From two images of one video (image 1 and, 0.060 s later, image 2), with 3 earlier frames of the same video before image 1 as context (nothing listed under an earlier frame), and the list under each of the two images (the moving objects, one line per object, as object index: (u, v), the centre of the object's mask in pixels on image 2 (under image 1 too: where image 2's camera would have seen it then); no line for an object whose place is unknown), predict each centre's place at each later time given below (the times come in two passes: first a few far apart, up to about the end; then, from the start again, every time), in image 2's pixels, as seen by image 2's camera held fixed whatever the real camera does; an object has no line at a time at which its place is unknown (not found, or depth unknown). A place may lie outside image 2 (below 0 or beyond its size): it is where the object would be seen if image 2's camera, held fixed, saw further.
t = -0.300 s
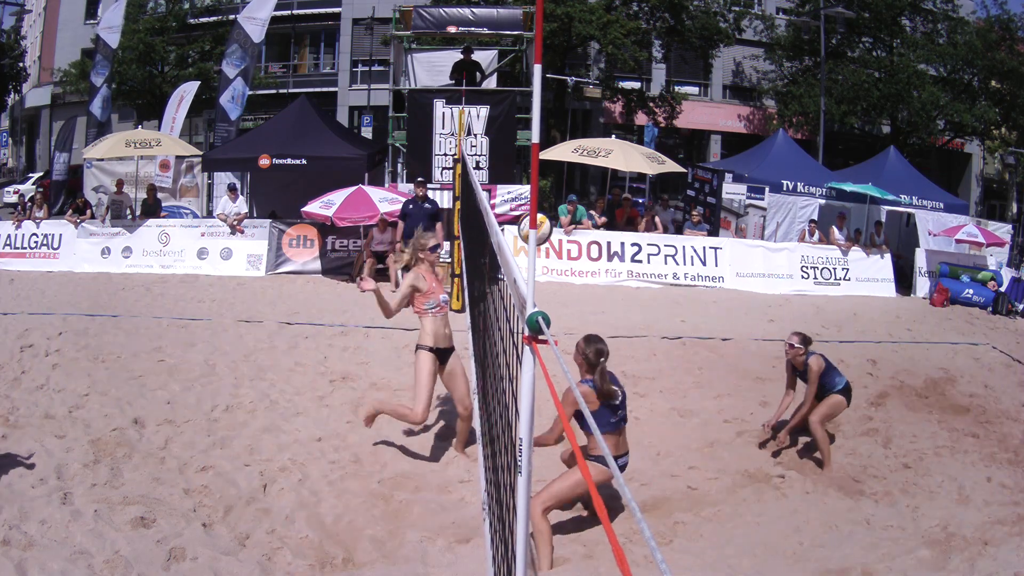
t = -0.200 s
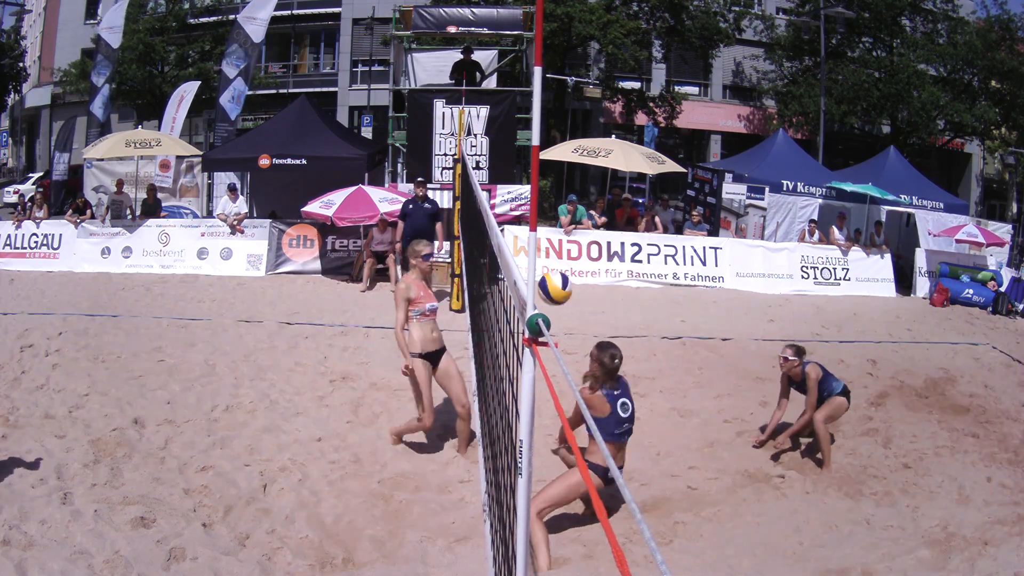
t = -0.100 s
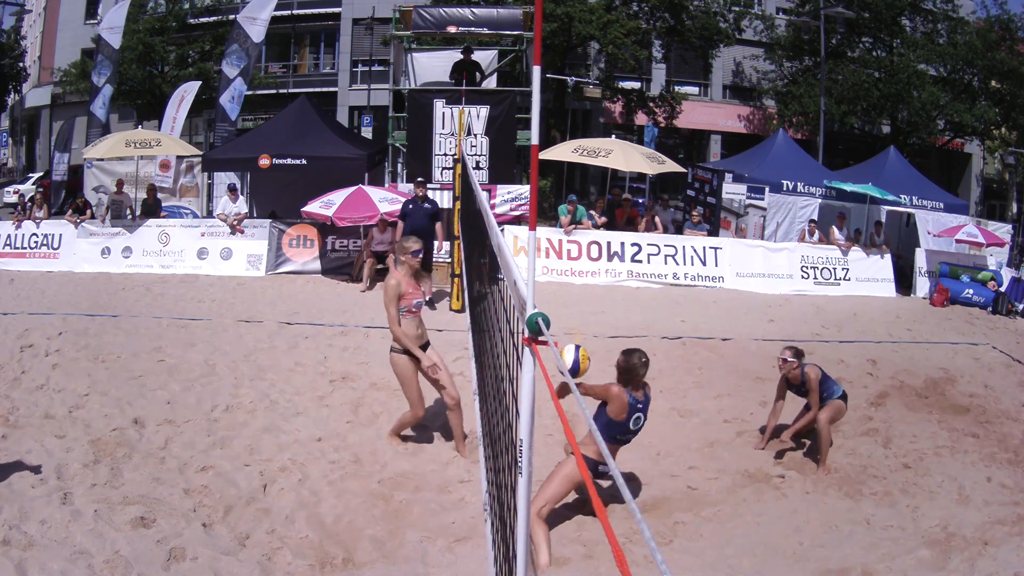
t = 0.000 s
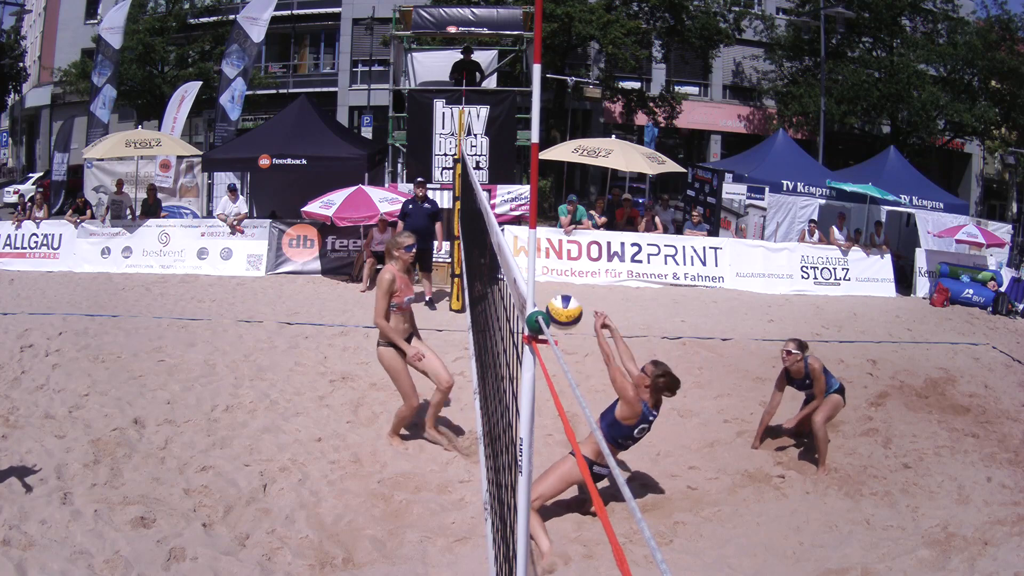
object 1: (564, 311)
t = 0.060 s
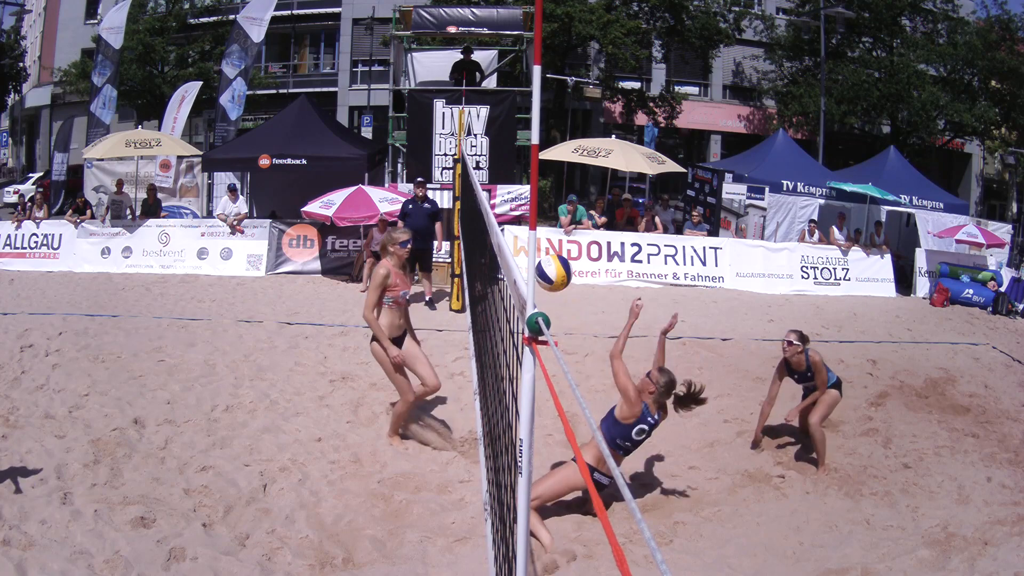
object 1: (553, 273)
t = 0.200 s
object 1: (517, 193)
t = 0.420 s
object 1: (458, 120)
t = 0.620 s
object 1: (379, 145)
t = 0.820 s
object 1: (282, 302)
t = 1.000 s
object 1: (211, 555)
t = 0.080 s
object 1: (551, 260)
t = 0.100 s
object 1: (549, 248)
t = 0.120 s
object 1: (547, 236)
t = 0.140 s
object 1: (538, 224)
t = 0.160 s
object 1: (530, 212)
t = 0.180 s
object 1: (526, 202)
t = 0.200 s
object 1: (517, 193)
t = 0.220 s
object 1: (514, 183)
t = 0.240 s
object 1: (511, 174)
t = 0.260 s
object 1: (508, 166)
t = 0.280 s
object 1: (502, 158)
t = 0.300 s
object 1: (496, 151)
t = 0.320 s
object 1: (490, 144)
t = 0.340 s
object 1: (484, 137)
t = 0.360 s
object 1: (478, 132)
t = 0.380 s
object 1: (471, 127)
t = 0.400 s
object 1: (464, 123)
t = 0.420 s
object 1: (458, 120)
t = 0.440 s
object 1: (451, 118)
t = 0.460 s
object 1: (443, 117)
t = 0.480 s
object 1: (435, 117)
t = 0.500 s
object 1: (428, 118)
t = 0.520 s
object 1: (421, 120)
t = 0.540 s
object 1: (413, 123)
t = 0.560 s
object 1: (405, 126)
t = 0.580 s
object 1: (397, 131)
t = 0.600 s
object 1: (388, 137)
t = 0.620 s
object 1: (379, 145)
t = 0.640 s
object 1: (370, 153)
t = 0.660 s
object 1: (360, 163)
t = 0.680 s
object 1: (350, 175)
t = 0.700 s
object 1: (341, 188)
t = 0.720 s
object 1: (331, 203)
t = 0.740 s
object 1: (321, 219)
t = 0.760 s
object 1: (311, 238)
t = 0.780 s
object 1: (301, 257)
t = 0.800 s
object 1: (292, 279)
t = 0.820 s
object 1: (282, 302)
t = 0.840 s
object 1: (273, 326)
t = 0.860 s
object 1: (263, 351)
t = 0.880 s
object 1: (254, 379)
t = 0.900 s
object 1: (245, 407)
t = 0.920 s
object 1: (237, 437)
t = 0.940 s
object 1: (229, 467)
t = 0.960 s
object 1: (222, 498)
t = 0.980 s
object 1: (217, 530)
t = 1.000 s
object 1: (211, 555)
